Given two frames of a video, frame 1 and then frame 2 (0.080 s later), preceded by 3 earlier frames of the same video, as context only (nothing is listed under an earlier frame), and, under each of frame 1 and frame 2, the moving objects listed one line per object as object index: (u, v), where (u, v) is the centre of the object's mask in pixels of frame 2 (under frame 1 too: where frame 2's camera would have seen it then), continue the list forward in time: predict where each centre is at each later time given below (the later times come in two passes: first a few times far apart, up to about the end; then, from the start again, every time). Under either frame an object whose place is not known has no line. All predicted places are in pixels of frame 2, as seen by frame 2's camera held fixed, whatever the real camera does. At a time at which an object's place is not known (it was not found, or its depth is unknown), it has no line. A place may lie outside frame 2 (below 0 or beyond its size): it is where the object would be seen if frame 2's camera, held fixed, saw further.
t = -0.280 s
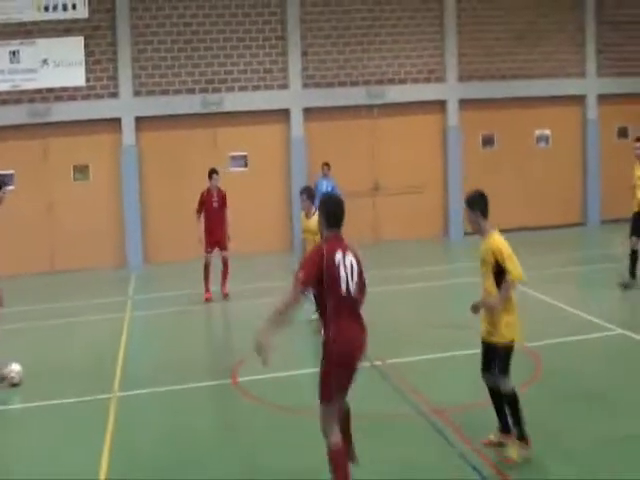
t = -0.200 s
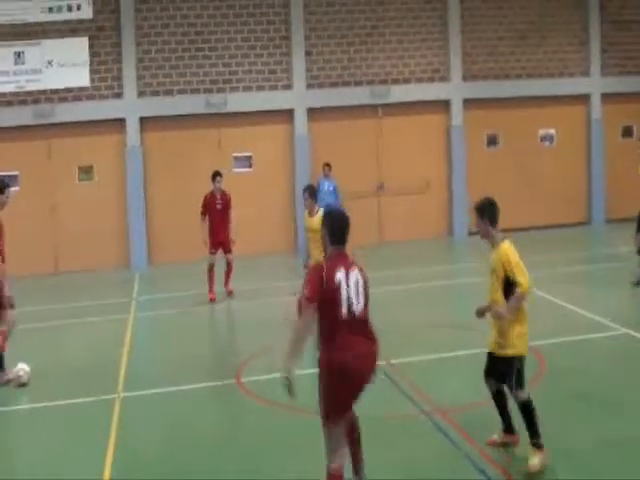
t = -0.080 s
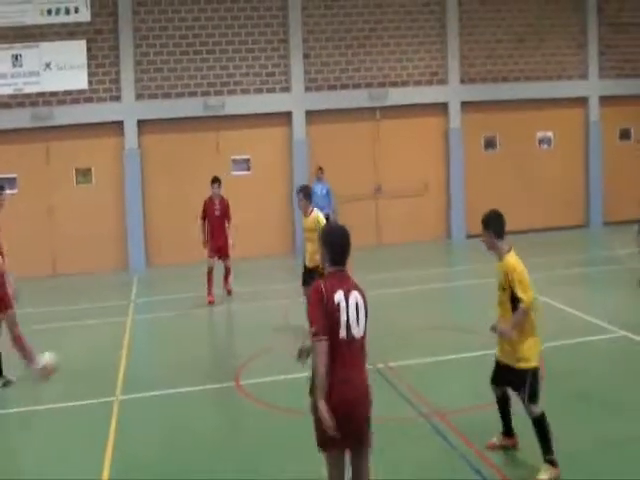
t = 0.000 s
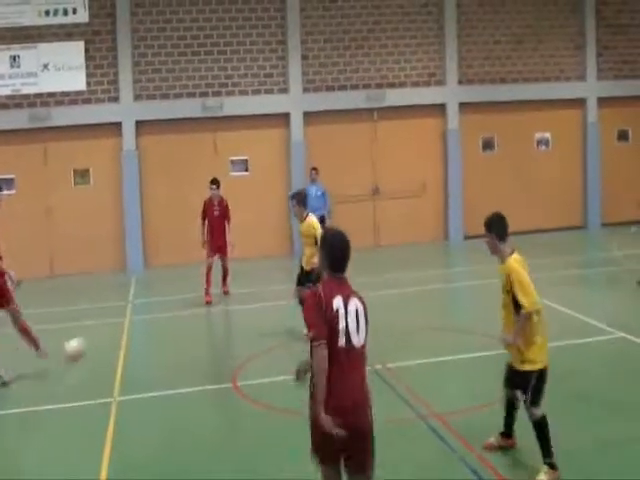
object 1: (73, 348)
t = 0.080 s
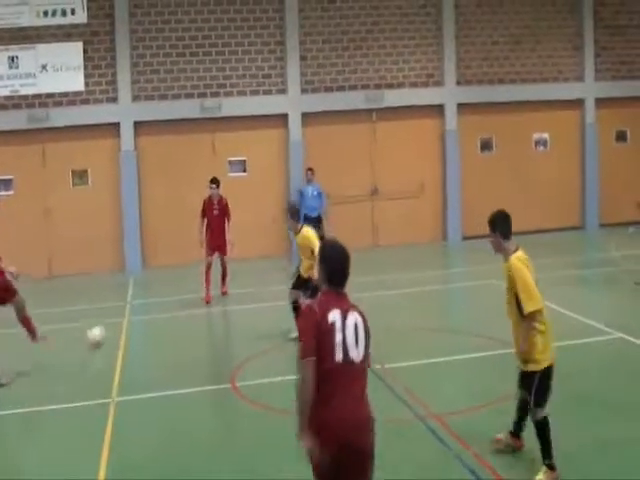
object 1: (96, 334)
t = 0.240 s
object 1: (134, 314)
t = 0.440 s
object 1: (170, 298)
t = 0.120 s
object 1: (105, 329)
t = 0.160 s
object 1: (115, 324)
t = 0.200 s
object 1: (125, 320)
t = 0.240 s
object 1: (134, 314)
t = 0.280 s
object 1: (142, 311)
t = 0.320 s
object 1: (150, 308)
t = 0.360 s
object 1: (156, 304)
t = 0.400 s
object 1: (164, 301)
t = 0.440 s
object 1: (170, 298)
